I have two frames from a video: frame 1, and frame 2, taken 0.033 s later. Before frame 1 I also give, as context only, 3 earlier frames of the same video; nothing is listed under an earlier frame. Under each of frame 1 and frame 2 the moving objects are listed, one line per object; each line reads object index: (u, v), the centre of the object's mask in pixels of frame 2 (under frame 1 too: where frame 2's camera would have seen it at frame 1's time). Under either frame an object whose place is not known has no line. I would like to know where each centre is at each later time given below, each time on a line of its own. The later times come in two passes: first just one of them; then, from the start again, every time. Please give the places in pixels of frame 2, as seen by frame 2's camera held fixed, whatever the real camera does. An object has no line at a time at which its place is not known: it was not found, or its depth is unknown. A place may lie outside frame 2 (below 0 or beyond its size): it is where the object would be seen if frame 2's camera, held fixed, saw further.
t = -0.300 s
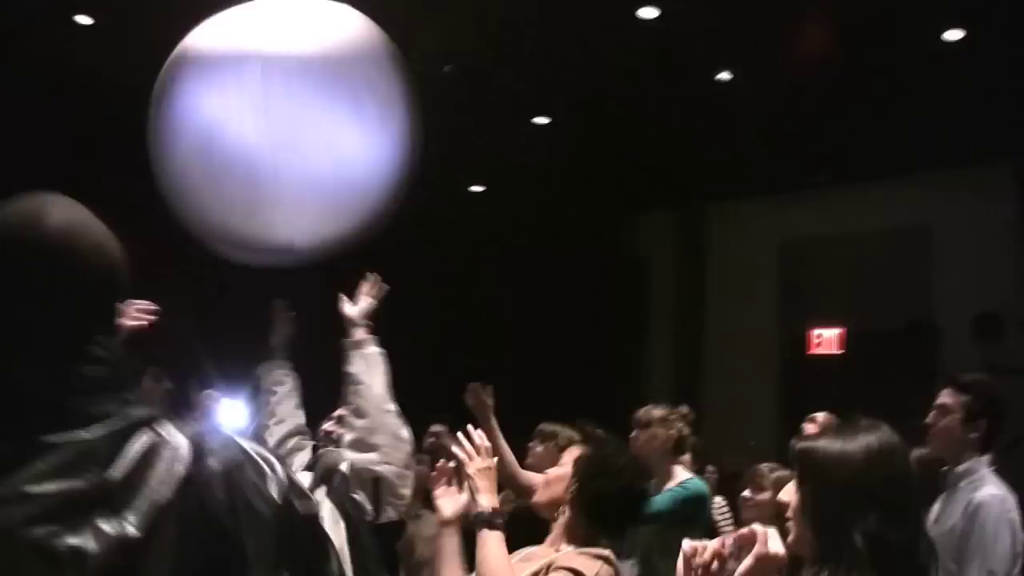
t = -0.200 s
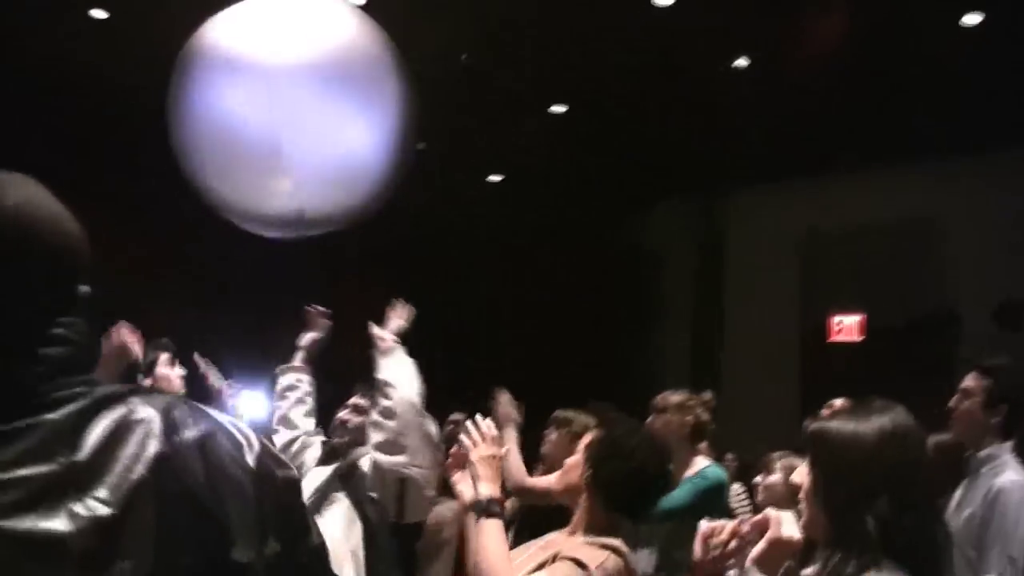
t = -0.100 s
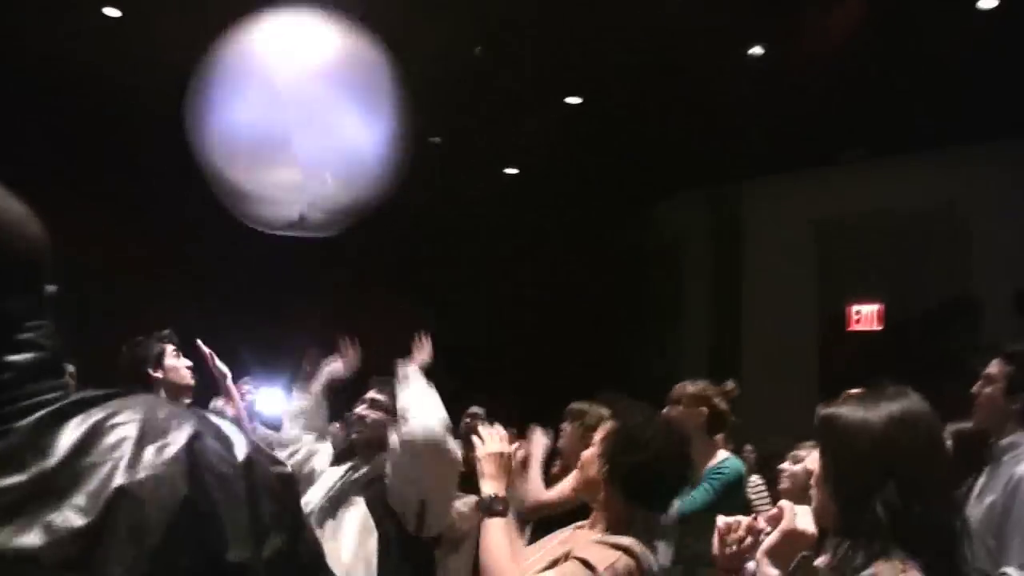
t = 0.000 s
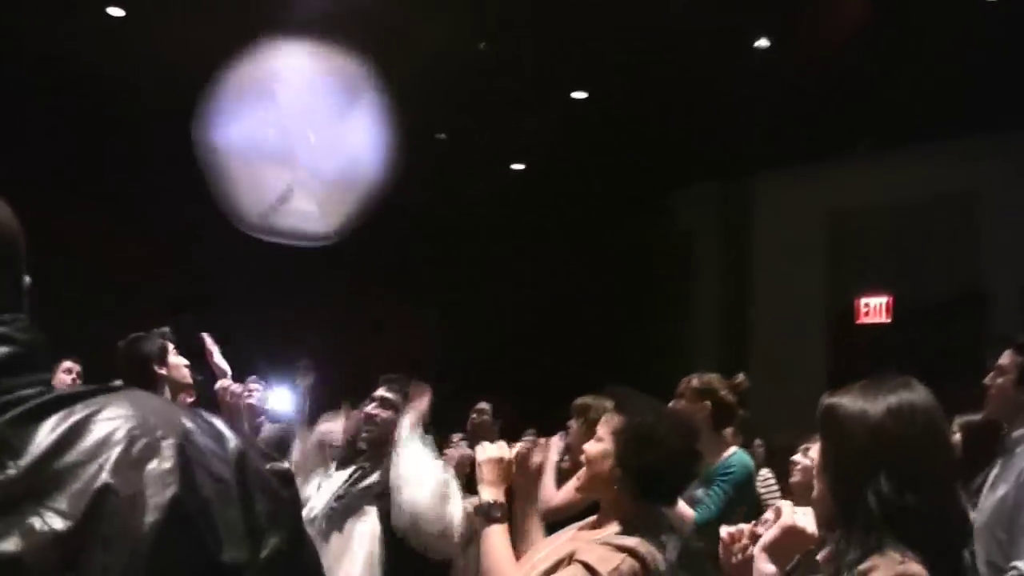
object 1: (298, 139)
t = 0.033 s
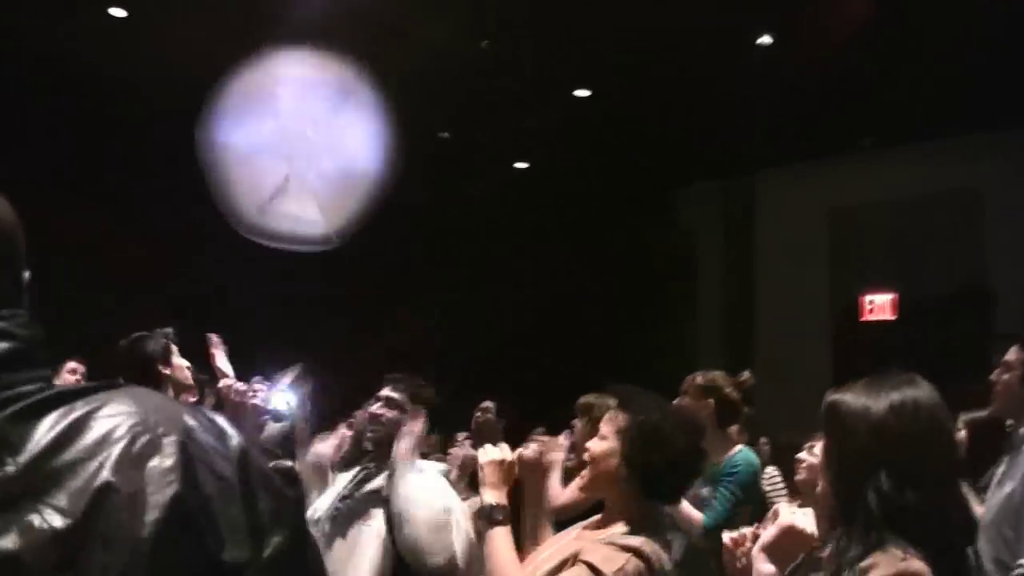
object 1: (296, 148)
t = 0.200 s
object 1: (292, 198)
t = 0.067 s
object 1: (295, 157)
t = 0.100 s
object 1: (294, 165)
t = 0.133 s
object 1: (293, 175)
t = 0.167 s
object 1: (292, 186)
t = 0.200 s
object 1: (292, 198)
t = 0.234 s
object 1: (292, 210)
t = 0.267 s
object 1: (292, 222)
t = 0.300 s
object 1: (294, 233)
